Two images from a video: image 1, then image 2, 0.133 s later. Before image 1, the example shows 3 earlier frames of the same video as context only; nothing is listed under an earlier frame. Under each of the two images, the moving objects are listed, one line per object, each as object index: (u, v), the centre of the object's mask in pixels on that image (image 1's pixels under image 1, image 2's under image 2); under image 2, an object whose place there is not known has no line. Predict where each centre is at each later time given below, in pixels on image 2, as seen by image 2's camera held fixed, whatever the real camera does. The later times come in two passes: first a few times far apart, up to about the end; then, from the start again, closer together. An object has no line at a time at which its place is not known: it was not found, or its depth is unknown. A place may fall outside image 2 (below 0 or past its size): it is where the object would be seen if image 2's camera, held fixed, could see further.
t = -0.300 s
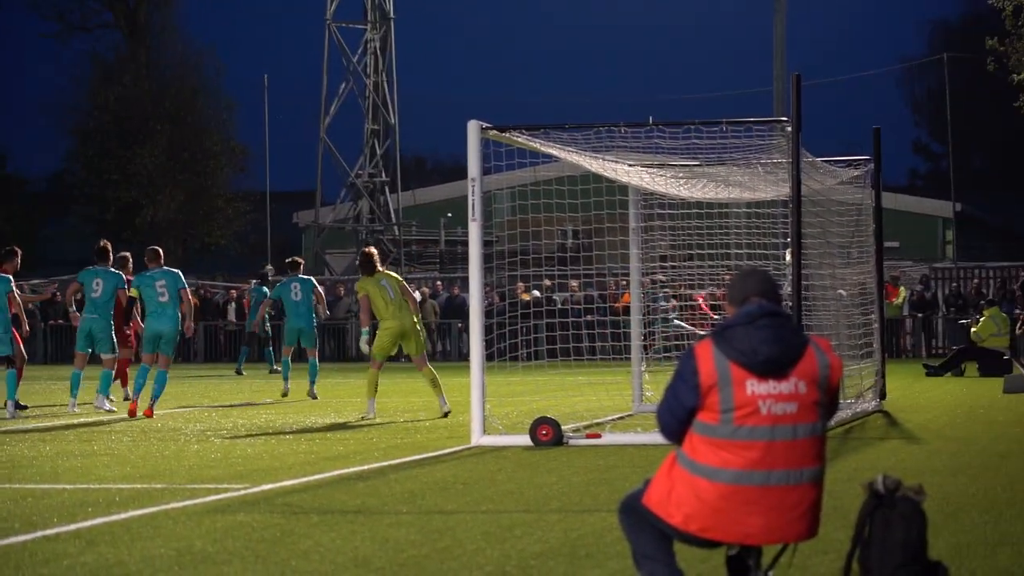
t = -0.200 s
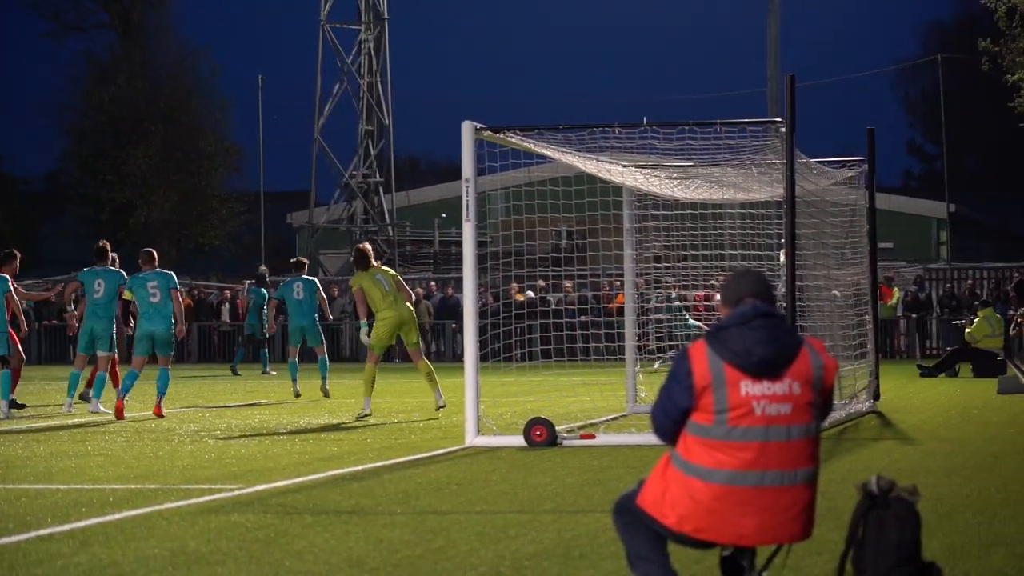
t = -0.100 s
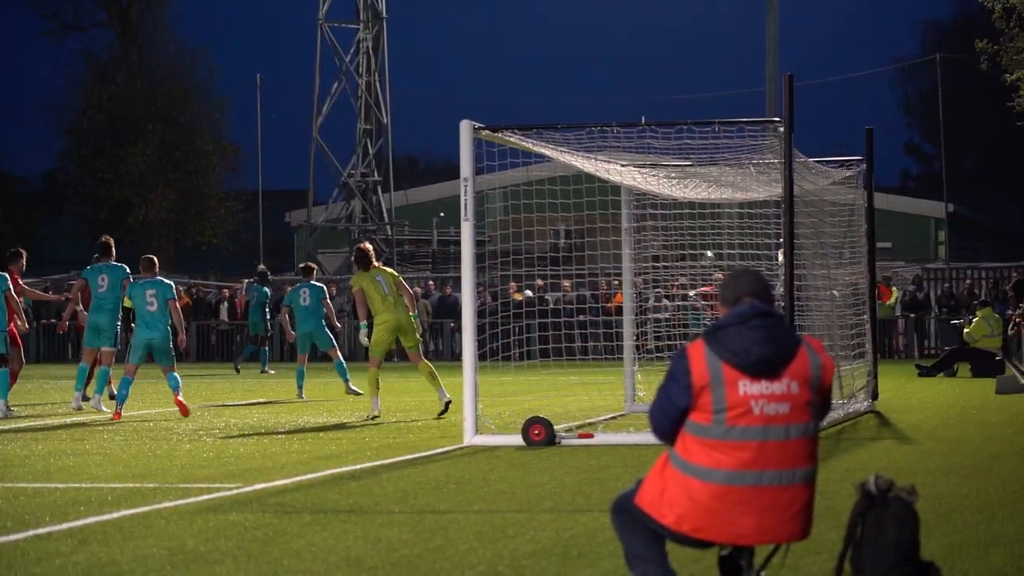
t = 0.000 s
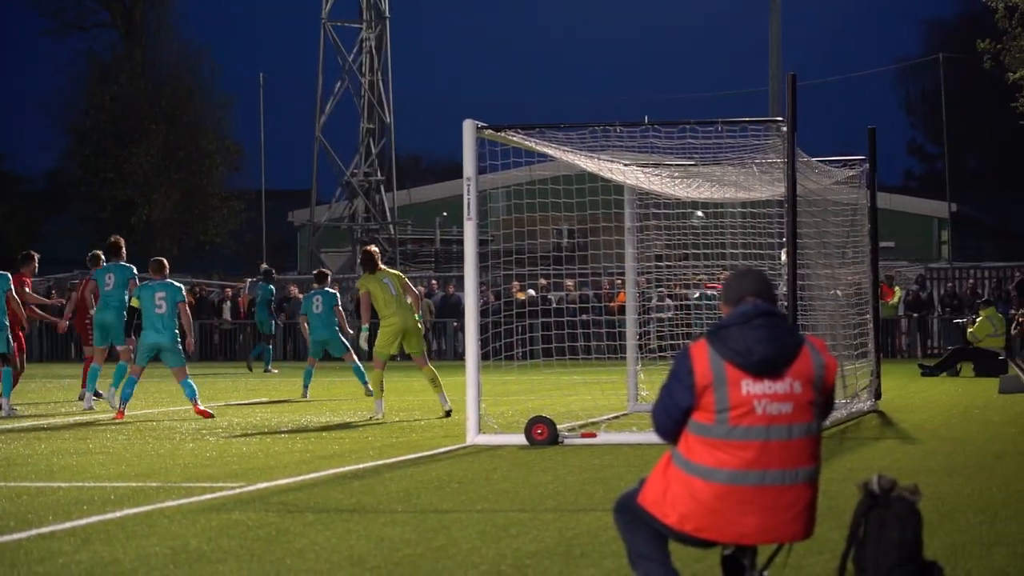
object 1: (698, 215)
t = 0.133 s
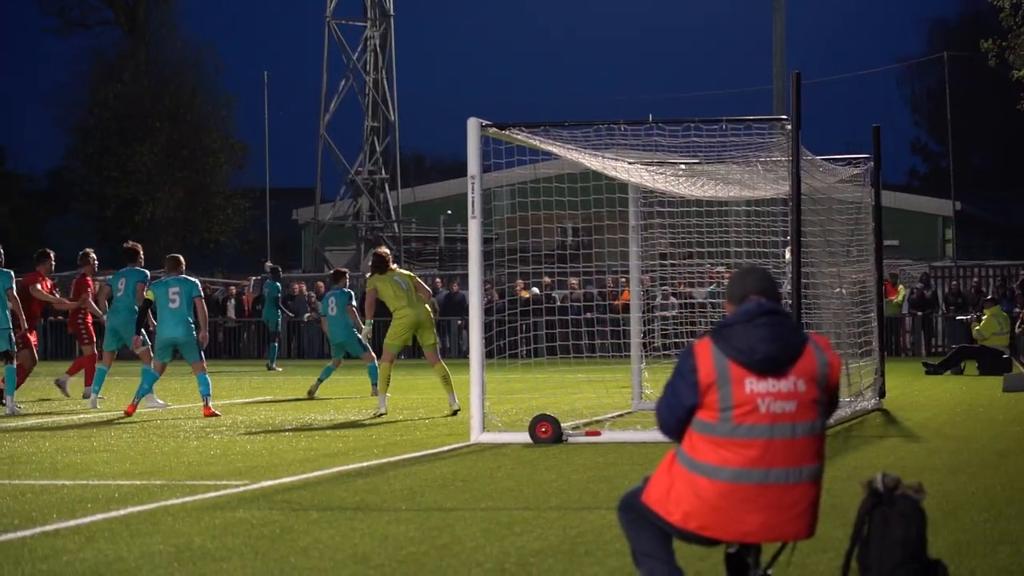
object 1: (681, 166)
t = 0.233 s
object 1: (660, 136)
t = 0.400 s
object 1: (615, 98)
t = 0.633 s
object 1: (536, 67)
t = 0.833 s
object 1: (447, 70)
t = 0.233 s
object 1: (660, 136)
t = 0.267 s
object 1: (653, 128)
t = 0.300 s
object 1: (643, 118)
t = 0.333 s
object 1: (634, 112)
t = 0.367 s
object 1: (626, 107)
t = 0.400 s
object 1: (615, 98)
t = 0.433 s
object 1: (606, 91)
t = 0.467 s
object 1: (597, 86)
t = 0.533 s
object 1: (574, 77)
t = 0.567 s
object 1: (563, 73)
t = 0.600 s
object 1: (548, 68)
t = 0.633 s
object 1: (536, 67)
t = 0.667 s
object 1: (524, 65)
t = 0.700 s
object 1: (508, 63)
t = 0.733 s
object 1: (495, 63)
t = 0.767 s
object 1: (481, 64)
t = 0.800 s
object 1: (461, 67)
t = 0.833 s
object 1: (447, 70)
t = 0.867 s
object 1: (431, 77)
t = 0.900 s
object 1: (410, 81)
